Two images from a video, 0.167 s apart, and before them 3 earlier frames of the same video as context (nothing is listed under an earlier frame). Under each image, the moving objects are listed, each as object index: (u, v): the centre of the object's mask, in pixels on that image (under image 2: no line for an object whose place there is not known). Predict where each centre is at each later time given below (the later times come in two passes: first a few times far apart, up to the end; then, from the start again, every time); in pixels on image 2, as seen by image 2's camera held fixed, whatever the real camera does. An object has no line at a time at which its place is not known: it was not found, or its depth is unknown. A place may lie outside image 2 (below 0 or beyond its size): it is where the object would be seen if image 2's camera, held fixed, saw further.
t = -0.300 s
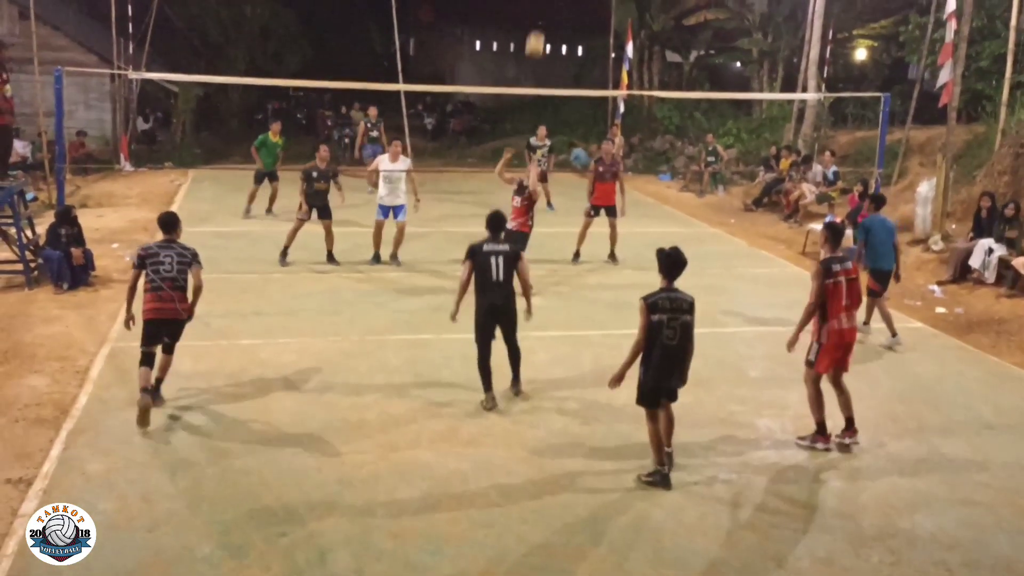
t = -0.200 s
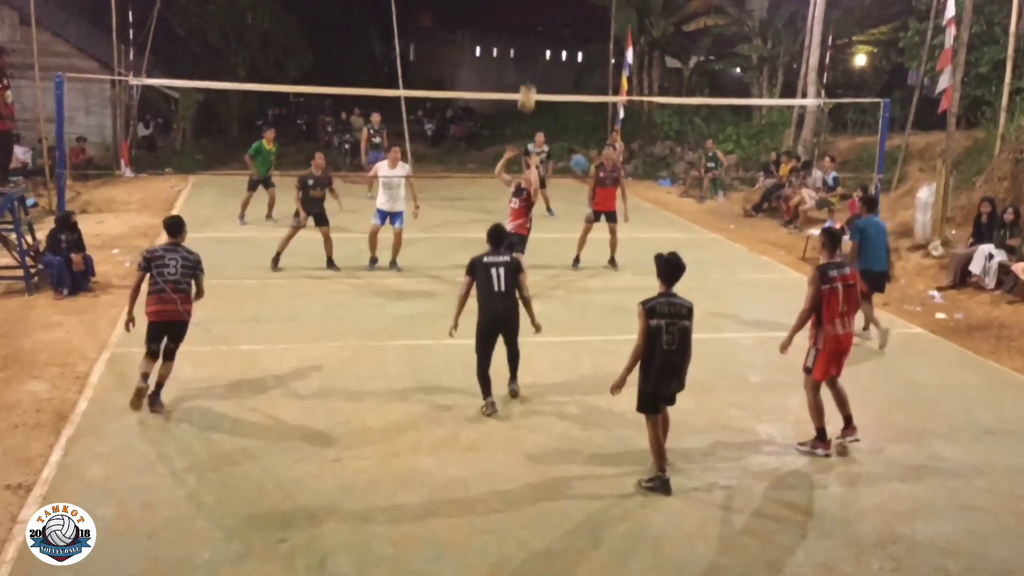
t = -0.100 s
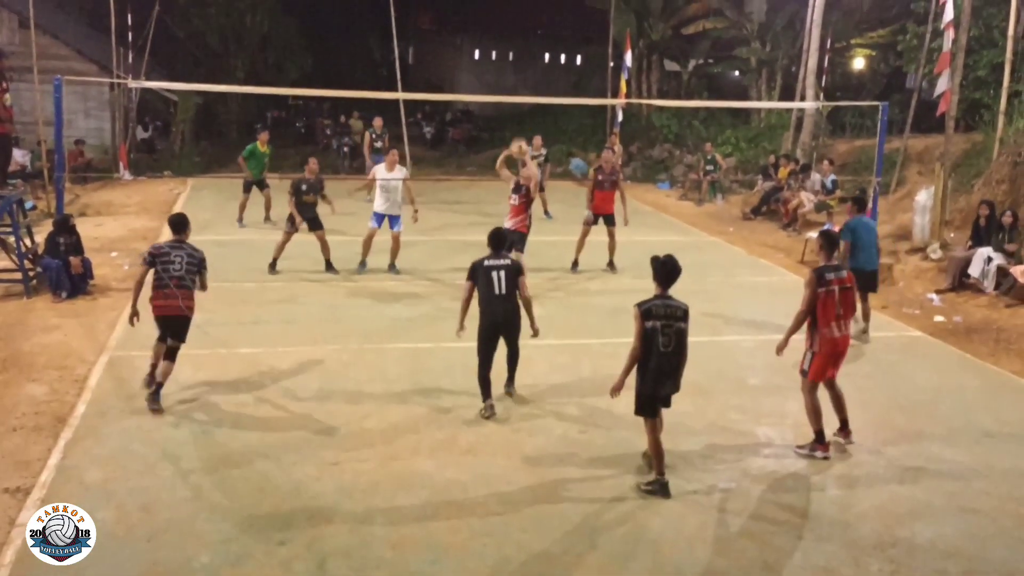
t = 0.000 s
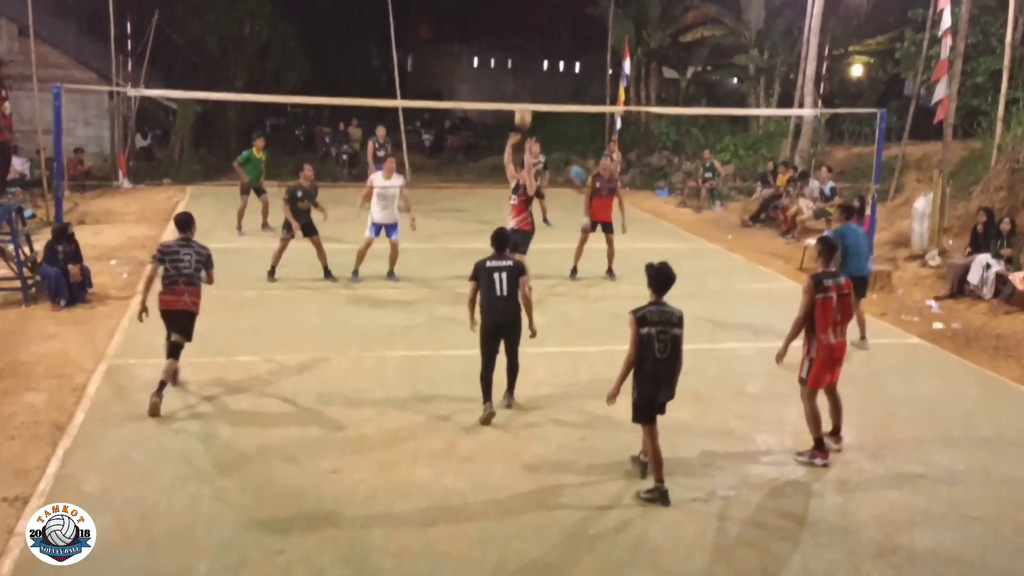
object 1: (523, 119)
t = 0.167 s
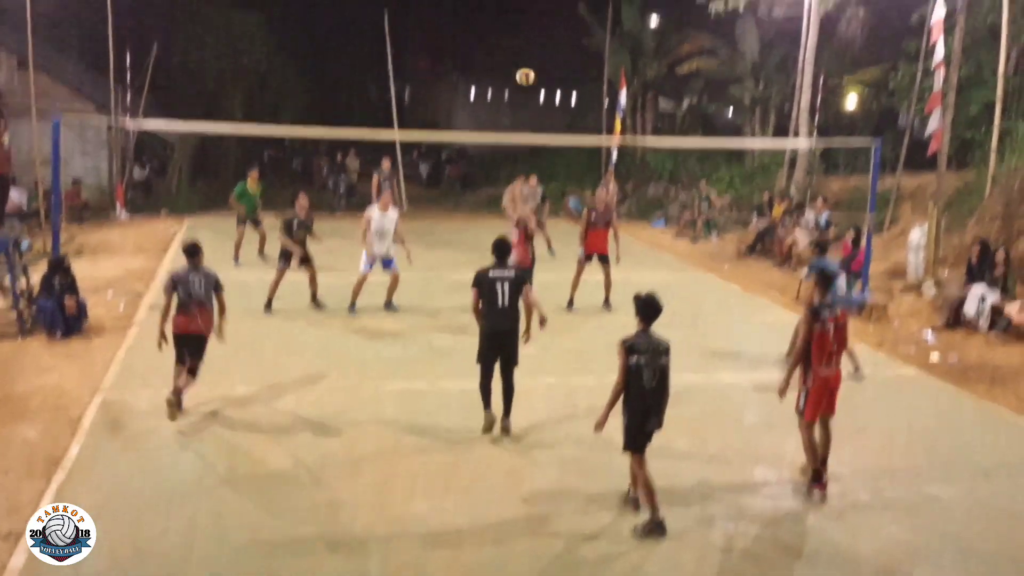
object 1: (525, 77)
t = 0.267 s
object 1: (528, 44)
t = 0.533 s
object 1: (534, -2)
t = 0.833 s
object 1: (536, 17)
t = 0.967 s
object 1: (536, 49)
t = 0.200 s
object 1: (526, 65)
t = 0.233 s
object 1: (527, 54)
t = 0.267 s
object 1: (528, 44)
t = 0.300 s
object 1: (529, 35)
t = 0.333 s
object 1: (530, 27)
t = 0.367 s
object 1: (530, 20)
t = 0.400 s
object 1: (531, 14)
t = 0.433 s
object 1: (532, 9)
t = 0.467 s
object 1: (533, 4)
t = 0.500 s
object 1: (533, 0)
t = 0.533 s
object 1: (534, -2)
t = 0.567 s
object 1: (534, -4)
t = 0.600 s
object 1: (535, -4)
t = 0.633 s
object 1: (535, -4)
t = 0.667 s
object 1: (535, -3)
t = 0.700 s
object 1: (535, -1)
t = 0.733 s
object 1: (536, 2)
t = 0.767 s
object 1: (536, 6)
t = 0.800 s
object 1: (536, 11)
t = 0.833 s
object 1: (536, 17)
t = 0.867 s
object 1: (536, 24)
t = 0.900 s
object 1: (536, 32)
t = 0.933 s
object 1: (536, 40)
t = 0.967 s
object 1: (536, 49)
